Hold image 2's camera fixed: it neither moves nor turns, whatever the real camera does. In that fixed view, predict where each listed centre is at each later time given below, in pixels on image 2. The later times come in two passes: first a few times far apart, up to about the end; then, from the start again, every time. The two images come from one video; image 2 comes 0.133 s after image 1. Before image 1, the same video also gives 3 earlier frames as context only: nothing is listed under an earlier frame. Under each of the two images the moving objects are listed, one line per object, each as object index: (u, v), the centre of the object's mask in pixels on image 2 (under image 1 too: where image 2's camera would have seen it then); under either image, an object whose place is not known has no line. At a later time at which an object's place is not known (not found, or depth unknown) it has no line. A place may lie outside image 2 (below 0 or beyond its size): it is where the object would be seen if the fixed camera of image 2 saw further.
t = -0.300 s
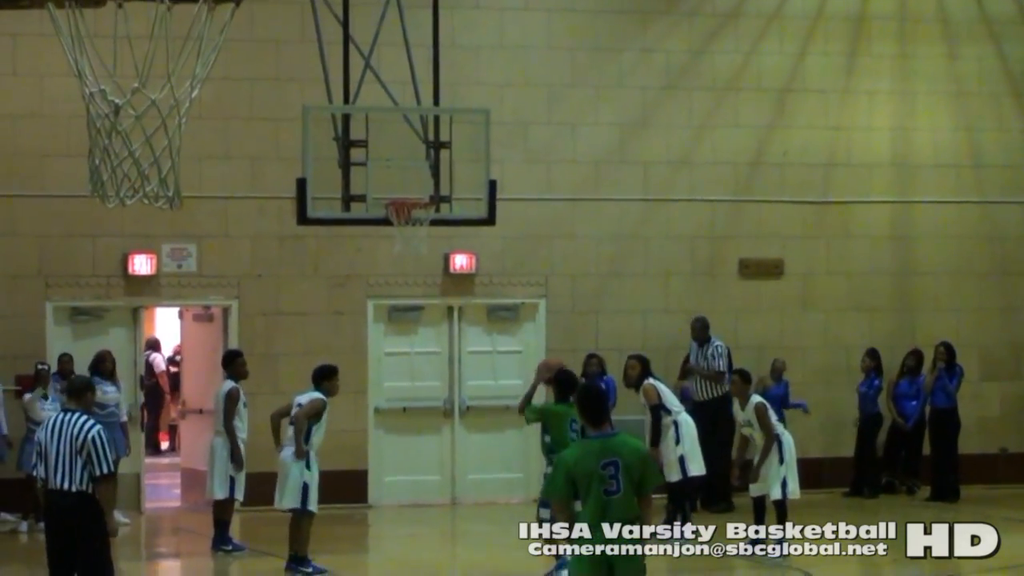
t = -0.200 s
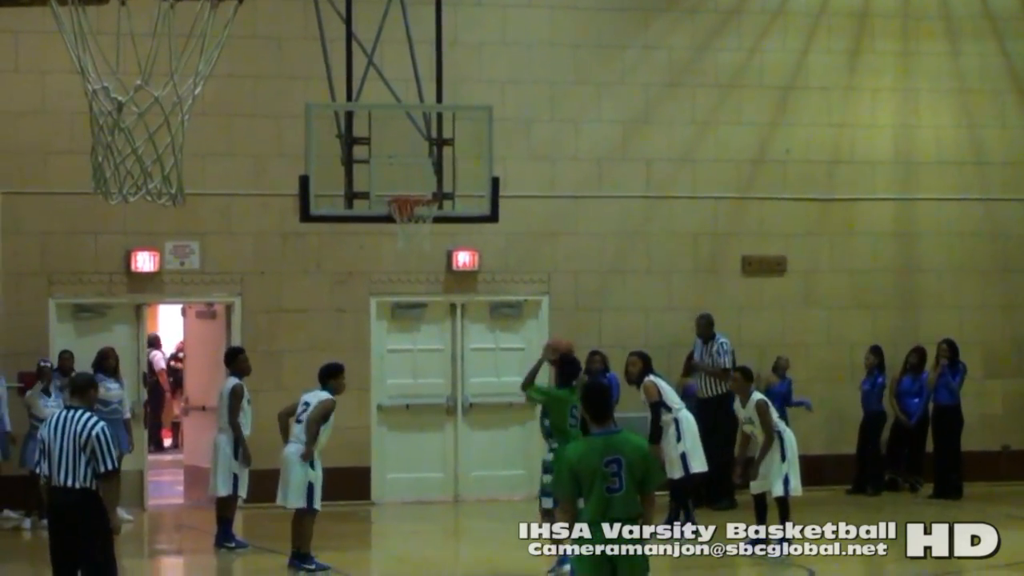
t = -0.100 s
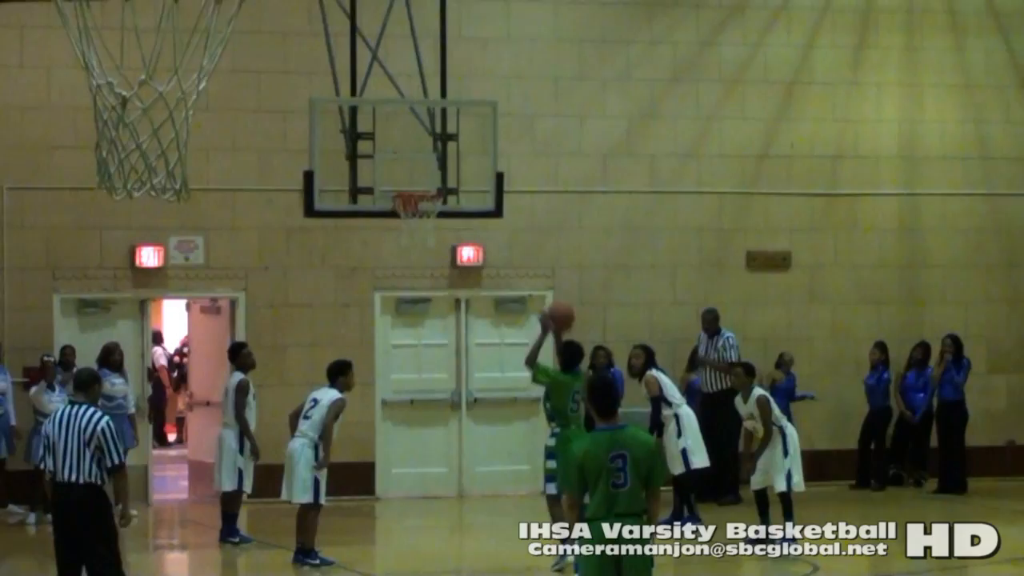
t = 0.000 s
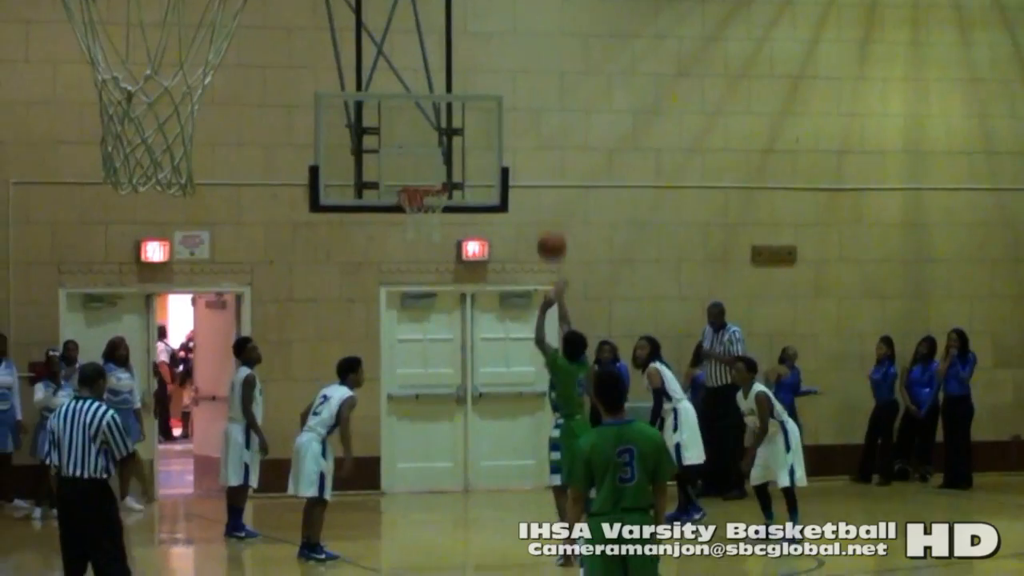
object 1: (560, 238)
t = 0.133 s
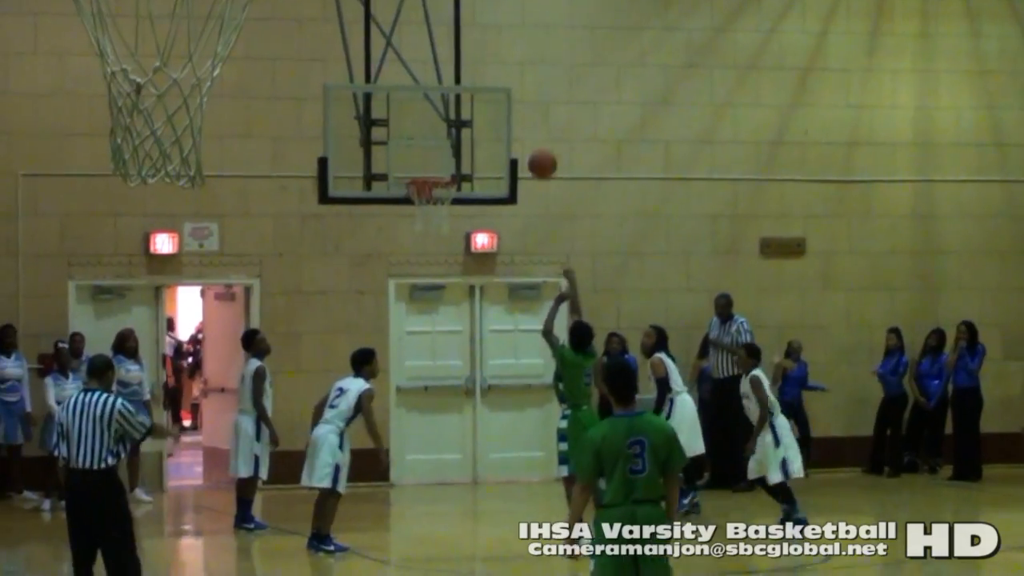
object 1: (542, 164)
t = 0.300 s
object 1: (520, 105)
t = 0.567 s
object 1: (489, 82)
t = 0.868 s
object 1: (457, 146)
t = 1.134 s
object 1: (458, 144)
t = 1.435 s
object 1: (469, 175)
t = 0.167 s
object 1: (538, 149)
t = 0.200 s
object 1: (533, 135)
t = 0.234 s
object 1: (529, 124)
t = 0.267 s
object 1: (524, 114)
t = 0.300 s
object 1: (520, 105)
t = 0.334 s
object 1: (516, 98)
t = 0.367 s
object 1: (512, 92)
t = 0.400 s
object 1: (508, 87)
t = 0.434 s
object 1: (504, 83)
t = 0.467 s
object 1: (500, 81)
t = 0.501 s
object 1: (497, 80)
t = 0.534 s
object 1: (493, 80)
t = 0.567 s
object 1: (489, 82)
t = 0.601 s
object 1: (485, 84)
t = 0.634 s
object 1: (482, 88)
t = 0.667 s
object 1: (478, 93)
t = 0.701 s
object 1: (475, 99)
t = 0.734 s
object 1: (472, 106)
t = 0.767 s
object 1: (468, 116)
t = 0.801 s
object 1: (464, 123)
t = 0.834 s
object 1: (460, 133)
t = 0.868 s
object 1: (457, 146)
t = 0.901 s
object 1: (454, 158)
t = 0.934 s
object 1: (452, 171)
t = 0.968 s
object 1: (453, 166)
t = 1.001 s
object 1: (454, 158)
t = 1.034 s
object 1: (455, 153)
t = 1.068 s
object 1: (456, 149)
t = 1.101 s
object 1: (457, 145)
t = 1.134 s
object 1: (458, 144)
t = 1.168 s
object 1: (459, 143)
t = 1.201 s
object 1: (460, 143)
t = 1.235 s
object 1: (461, 144)
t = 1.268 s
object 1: (462, 147)
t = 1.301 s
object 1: (463, 150)
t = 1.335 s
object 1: (464, 155)
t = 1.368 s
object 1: (467, 160)
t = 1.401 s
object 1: (467, 168)
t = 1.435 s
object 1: (469, 175)
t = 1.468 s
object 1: (470, 184)
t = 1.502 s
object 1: (472, 191)
